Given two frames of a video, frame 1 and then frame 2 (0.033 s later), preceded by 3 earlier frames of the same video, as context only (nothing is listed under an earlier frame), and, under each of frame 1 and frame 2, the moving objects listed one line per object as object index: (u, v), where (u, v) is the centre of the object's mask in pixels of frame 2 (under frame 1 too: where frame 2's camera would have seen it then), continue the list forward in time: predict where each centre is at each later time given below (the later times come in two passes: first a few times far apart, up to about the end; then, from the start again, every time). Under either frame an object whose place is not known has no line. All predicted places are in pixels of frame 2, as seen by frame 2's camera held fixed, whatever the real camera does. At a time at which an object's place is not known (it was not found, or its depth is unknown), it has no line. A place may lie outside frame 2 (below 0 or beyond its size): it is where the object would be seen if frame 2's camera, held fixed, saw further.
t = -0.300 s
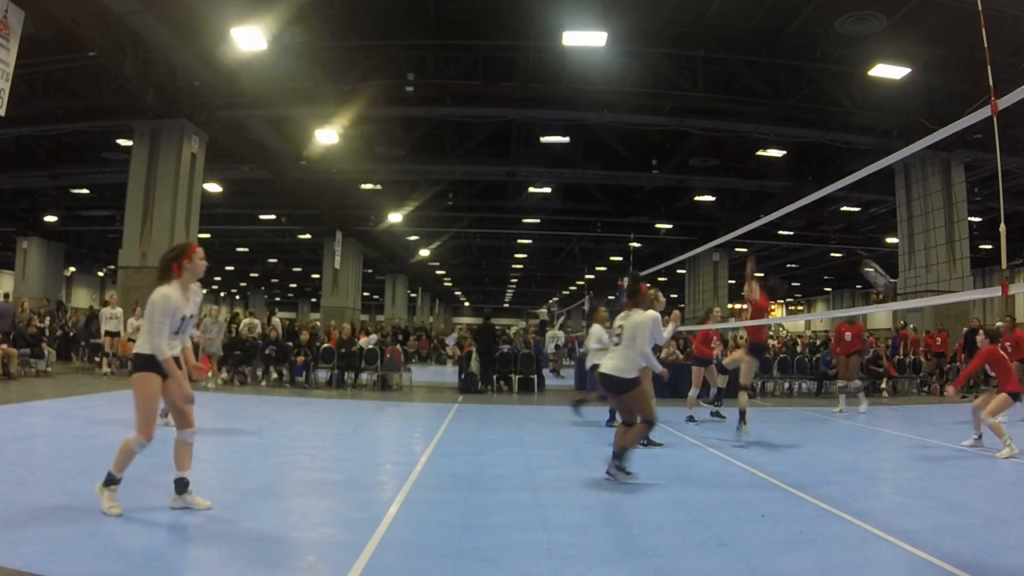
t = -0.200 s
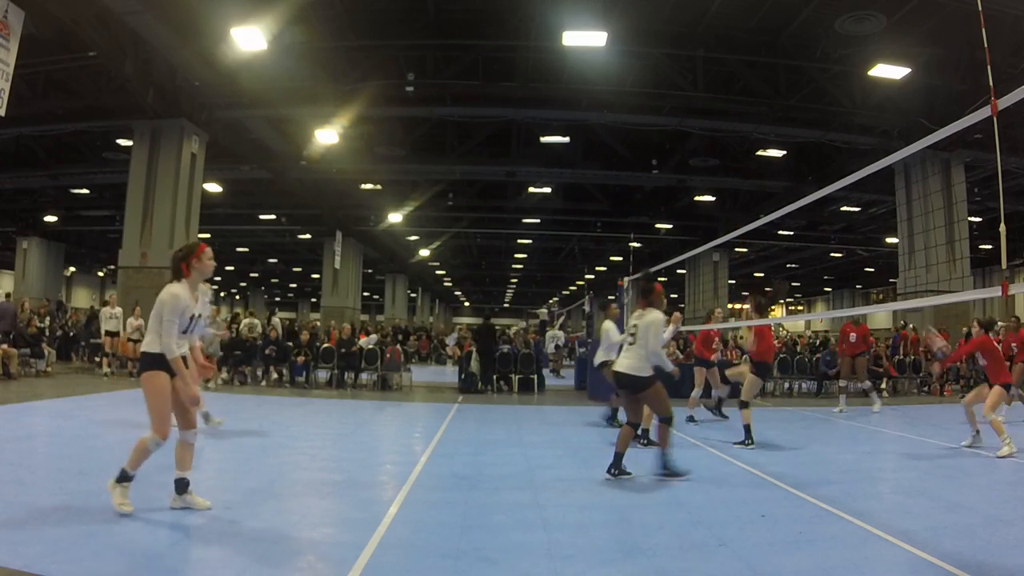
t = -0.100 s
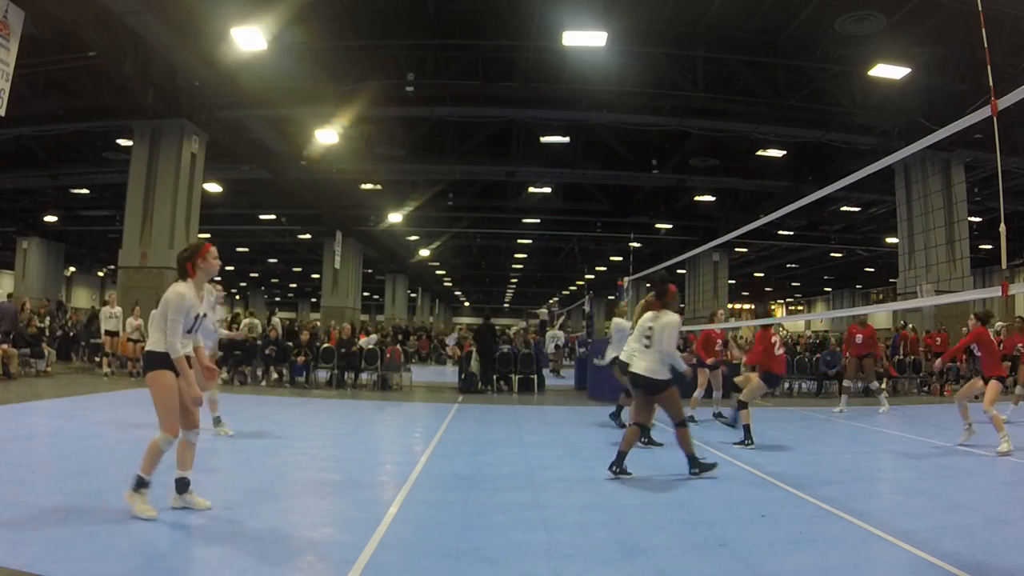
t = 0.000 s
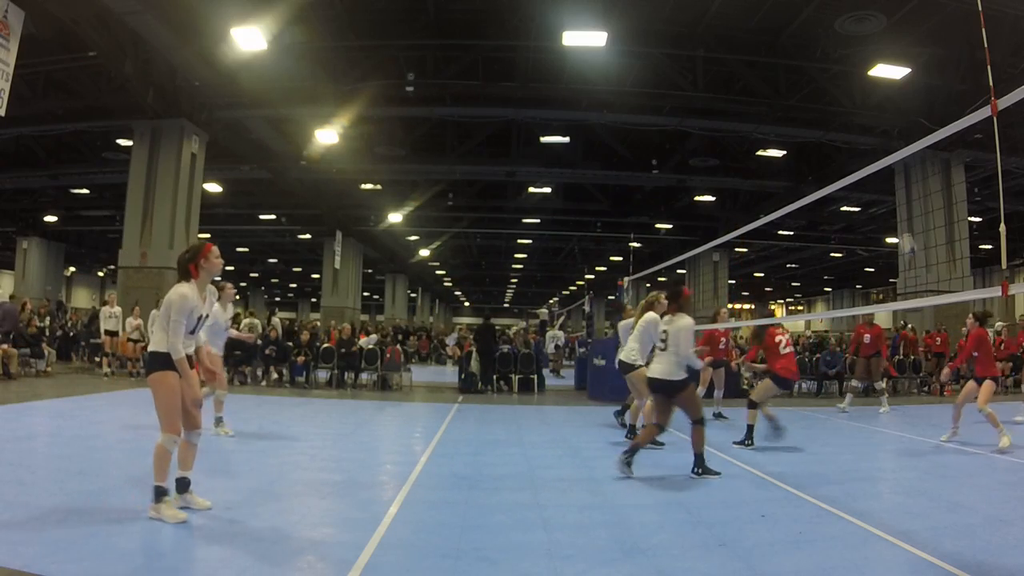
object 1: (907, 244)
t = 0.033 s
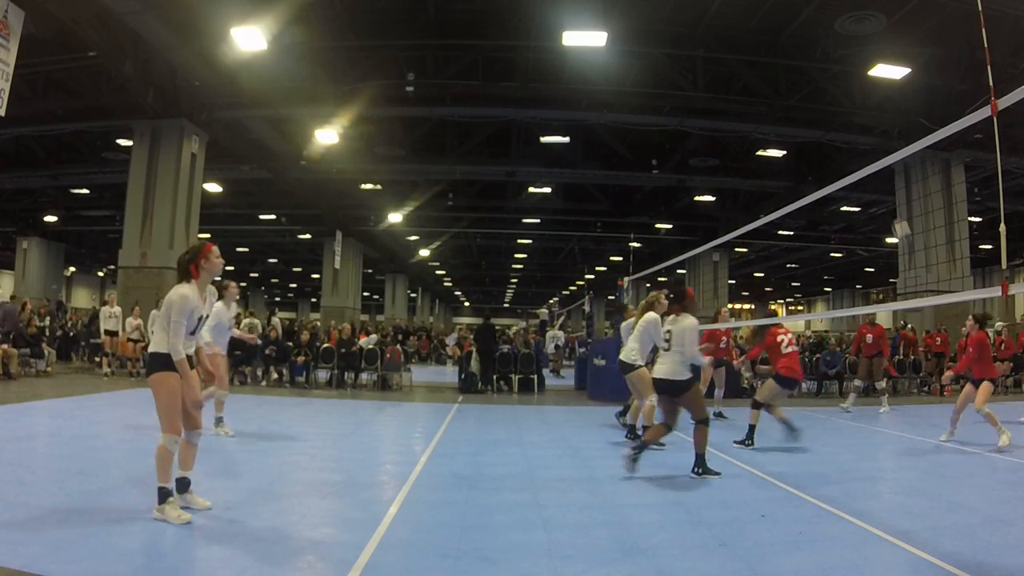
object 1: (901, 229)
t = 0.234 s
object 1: (862, 164)
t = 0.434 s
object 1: (833, 142)
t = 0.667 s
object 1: (799, 147)
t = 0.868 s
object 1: (773, 182)
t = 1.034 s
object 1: (752, 229)
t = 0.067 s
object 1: (895, 218)
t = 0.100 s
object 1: (889, 207)
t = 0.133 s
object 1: (884, 195)
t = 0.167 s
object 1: (878, 185)
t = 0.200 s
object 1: (873, 180)
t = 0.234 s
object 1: (862, 164)
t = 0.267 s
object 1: (859, 161)
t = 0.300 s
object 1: (854, 156)
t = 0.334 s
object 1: (849, 152)
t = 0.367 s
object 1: (843, 147)
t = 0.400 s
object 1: (838, 144)
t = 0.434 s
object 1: (833, 142)
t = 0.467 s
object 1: (828, 140)
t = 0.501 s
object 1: (823, 139)
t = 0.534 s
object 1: (818, 139)
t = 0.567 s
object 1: (813, 140)
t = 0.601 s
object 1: (808, 142)
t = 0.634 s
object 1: (804, 144)
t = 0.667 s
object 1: (799, 147)
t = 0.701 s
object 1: (795, 151)
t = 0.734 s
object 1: (791, 156)
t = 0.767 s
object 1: (786, 161)
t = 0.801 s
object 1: (782, 167)
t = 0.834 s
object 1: (777, 174)
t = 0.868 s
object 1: (773, 182)
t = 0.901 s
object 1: (769, 190)
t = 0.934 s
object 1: (765, 199)
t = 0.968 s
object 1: (761, 208)
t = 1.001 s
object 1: (756, 214)
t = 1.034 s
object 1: (752, 229)
